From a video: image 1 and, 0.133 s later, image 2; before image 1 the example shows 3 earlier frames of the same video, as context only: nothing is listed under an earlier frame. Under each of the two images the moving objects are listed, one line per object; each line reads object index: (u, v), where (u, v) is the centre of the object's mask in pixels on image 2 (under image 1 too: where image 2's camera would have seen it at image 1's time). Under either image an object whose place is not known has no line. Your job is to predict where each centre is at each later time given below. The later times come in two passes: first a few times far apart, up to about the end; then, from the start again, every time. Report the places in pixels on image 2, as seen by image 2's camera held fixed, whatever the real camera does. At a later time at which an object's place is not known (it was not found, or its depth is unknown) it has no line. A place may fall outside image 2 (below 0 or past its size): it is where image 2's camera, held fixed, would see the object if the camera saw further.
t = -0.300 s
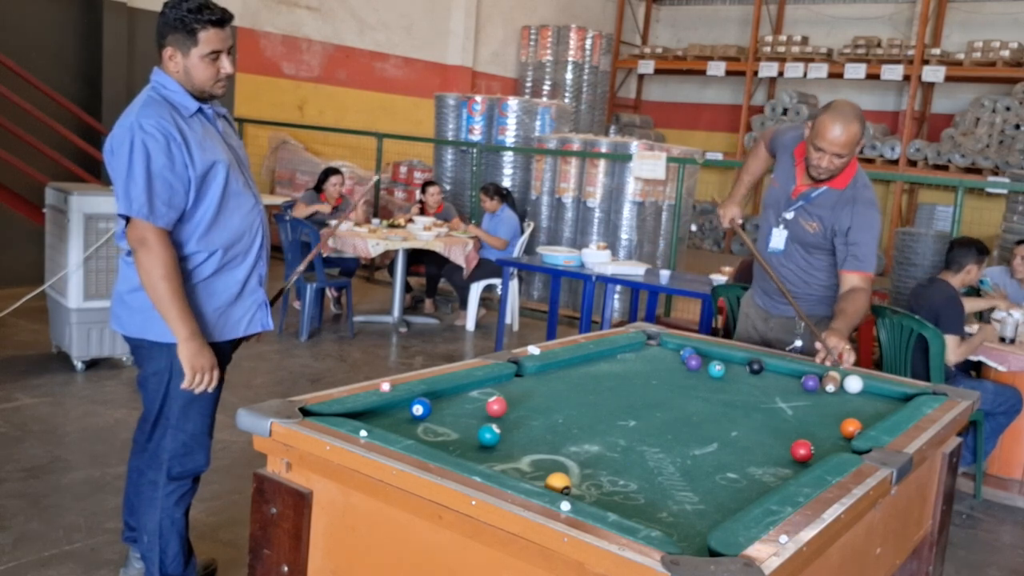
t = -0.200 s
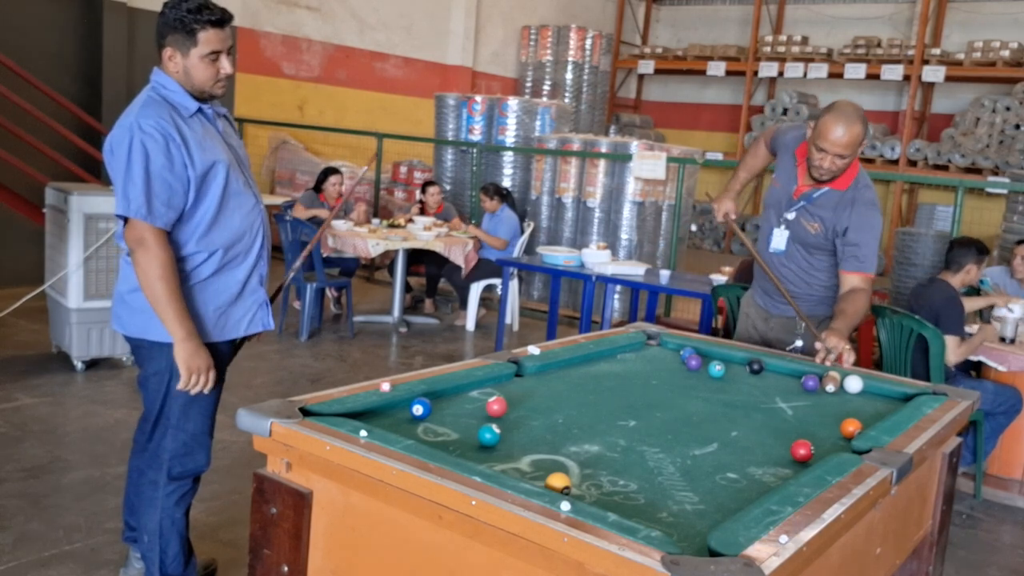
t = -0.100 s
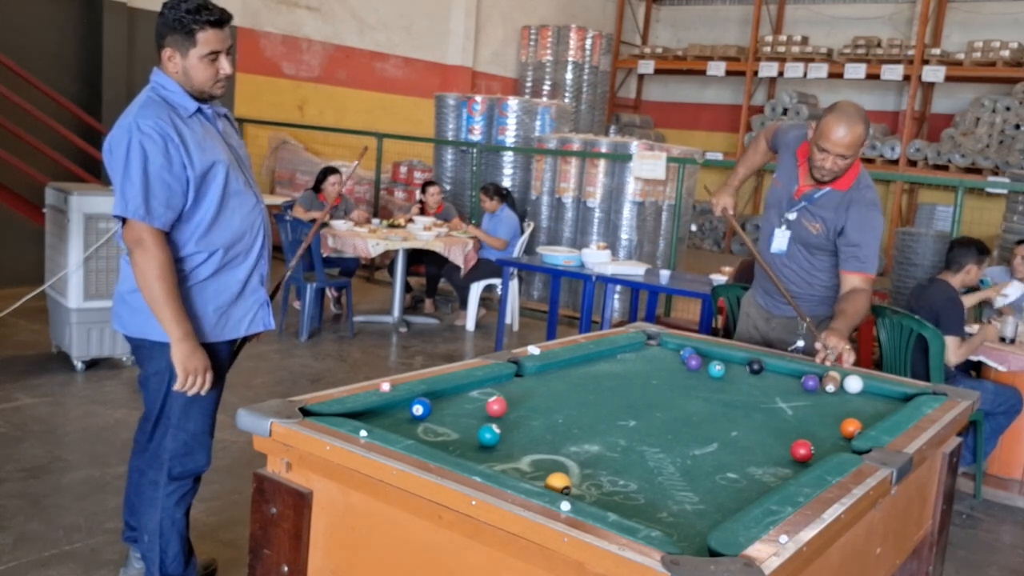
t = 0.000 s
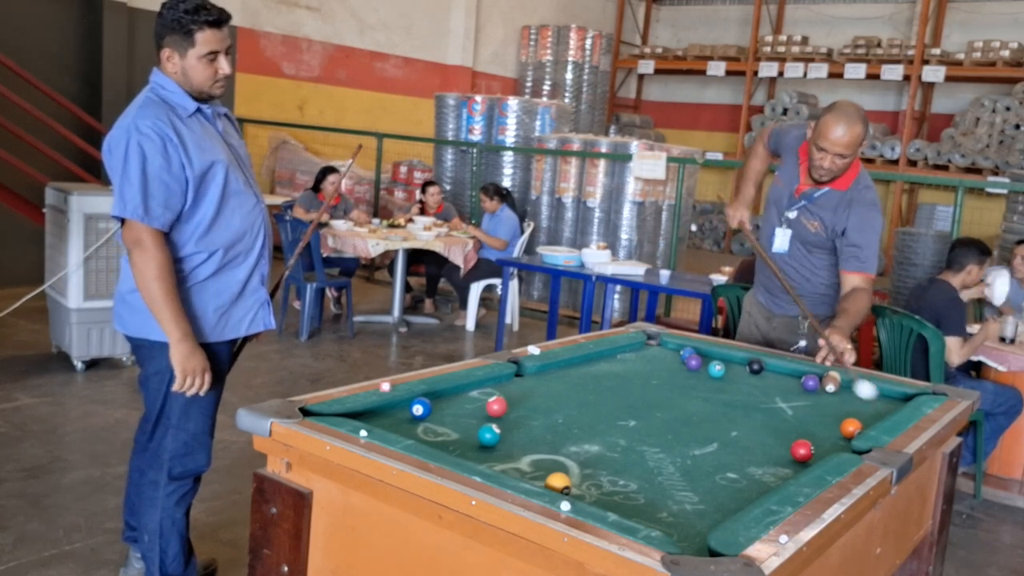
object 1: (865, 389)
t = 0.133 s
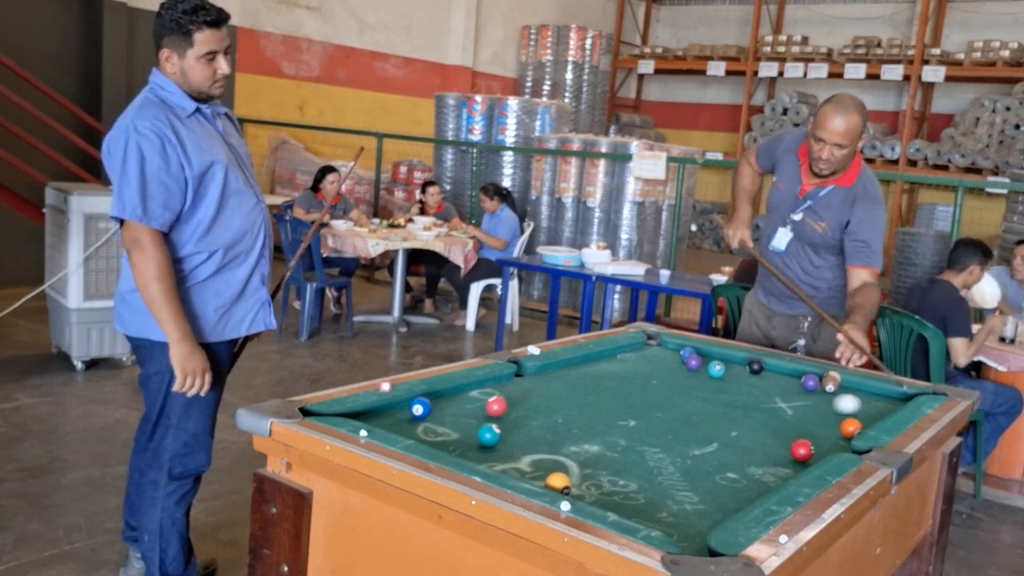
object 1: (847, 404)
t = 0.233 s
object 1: (788, 400)
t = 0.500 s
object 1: (635, 388)
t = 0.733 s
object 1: (505, 379)
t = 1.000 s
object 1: (522, 400)
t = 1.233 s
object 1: (541, 421)
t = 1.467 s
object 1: (563, 445)
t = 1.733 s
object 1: (593, 475)
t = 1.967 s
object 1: (623, 502)
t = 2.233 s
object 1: (673, 525)
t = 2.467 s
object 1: (690, 524)
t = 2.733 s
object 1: (672, 508)
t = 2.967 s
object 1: (659, 497)
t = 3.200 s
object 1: (650, 488)
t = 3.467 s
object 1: (643, 481)
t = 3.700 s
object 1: (639, 476)
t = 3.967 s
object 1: (637, 472)
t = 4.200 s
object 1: (637, 471)
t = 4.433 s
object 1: (637, 471)
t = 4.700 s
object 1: (637, 471)
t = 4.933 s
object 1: (637, 471)
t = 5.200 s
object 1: (637, 471)
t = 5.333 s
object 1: (637, 471)
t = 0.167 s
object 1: (827, 403)
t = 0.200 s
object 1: (808, 401)
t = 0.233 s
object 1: (788, 400)
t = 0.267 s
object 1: (769, 398)
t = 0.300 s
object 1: (750, 397)
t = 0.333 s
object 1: (731, 396)
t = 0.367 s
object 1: (711, 394)
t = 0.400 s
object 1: (692, 393)
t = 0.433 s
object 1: (673, 391)
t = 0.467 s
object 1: (654, 390)
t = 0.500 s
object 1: (635, 388)
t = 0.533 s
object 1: (616, 387)
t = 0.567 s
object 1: (598, 385)
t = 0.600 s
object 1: (579, 384)
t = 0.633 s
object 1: (561, 383)
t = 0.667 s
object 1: (542, 382)
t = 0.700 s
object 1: (524, 380)
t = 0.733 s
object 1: (505, 379)
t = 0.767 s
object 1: (501, 380)
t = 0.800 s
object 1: (506, 383)
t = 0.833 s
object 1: (509, 386)
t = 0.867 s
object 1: (512, 389)
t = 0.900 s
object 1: (514, 391)
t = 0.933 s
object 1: (517, 394)
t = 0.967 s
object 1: (519, 397)
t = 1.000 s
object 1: (522, 400)
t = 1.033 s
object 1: (524, 403)
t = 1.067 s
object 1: (527, 406)
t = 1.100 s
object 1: (529, 409)
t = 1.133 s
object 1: (532, 412)
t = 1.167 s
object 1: (535, 415)
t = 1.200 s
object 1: (538, 418)
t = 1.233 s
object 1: (541, 421)
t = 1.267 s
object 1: (544, 424)
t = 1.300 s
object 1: (547, 428)
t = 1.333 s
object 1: (550, 431)
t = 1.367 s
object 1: (553, 434)
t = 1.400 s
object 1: (557, 438)
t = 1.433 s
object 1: (560, 441)
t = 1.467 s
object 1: (563, 445)
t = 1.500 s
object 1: (567, 448)
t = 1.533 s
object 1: (570, 452)
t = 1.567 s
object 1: (574, 456)
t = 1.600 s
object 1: (577, 459)
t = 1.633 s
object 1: (581, 463)
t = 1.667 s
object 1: (585, 467)
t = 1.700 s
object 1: (589, 471)
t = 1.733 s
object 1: (593, 475)
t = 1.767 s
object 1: (597, 479)
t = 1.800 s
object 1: (600, 483)
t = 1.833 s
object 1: (605, 487)
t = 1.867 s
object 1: (609, 491)
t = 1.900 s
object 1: (613, 495)
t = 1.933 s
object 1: (618, 498)
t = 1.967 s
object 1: (623, 502)
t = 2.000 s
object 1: (628, 506)
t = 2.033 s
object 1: (633, 508)
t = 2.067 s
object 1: (638, 512)
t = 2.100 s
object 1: (643, 516)
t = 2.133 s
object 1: (651, 518)
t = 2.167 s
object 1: (658, 520)
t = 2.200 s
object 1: (666, 522)
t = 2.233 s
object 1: (673, 525)
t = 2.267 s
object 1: (680, 527)
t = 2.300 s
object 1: (687, 528)
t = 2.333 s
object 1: (693, 530)
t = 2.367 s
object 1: (697, 529)
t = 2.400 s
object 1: (695, 528)
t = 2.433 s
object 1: (693, 526)
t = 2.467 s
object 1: (690, 524)
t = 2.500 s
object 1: (688, 522)
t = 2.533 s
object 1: (685, 519)
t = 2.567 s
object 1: (683, 518)
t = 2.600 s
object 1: (680, 515)
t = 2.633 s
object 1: (678, 514)
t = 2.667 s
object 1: (676, 511)
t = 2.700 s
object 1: (673, 510)
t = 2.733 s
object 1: (672, 508)
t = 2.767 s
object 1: (670, 506)
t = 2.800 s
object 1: (668, 505)
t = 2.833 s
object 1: (666, 503)
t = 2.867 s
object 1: (664, 501)
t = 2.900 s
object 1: (662, 500)
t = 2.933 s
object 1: (661, 498)
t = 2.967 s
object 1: (659, 497)
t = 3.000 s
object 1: (658, 495)
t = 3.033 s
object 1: (656, 494)
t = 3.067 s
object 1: (655, 493)
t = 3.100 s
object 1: (654, 492)
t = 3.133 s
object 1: (652, 491)
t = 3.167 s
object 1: (651, 489)
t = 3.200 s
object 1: (650, 488)
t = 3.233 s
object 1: (649, 487)
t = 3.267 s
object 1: (648, 486)
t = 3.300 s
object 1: (647, 485)
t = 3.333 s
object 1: (646, 484)
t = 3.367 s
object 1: (645, 483)
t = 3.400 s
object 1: (644, 482)
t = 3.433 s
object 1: (643, 481)
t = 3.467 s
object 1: (643, 481)
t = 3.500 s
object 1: (642, 480)
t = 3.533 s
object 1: (641, 479)
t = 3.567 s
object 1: (641, 478)
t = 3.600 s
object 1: (640, 478)
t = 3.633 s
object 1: (640, 477)
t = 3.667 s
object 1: (639, 476)
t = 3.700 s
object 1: (639, 476)
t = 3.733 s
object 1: (638, 475)
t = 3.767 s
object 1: (638, 474)
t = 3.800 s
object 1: (638, 474)
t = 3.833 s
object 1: (638, 474)
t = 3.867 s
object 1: (637, 473)
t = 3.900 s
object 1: (637, 473)
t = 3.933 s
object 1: (637, 473)
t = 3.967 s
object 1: (637, 472)
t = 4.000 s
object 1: (637, 472)
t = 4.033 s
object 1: (637, 472)
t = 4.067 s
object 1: (637, 471)
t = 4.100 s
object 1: (637, 471)
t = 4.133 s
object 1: (637, 471)
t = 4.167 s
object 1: (637, 471)
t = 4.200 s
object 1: (637, 471)
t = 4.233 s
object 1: (637, 471)
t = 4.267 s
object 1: (637, 471)
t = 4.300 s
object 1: (637, 471)
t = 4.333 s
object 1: (637, 471)
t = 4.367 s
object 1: (637, 471)
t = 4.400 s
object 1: (637, 471)
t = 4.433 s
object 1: (637, 471)
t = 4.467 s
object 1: (637, 471)
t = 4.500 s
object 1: (637, 471)
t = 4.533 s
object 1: (637, 471)
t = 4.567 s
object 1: (637, 471)
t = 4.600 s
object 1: (637, 471)
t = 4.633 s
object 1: (637, 471)
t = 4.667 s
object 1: (637, 471)
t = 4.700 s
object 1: (637, 471)
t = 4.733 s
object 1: (637, 471)
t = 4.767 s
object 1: (637, 471)
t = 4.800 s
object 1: (637, 471)
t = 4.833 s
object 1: (637, 471)
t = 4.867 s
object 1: (637, 471)
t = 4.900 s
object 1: (637, 471)
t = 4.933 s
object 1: (637, 471)
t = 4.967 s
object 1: (637, 471)
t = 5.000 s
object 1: (637, 471)
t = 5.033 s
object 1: (637, 471)
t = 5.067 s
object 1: (637, 471)
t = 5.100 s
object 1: (637, 471)
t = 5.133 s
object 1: (637, 471)
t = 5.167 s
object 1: (637, 471)
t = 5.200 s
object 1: (637, 471)
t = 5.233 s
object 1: (637, 471)
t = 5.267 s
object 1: (637, 471)
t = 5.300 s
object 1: (637, 471)
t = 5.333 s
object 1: (637, 471)
